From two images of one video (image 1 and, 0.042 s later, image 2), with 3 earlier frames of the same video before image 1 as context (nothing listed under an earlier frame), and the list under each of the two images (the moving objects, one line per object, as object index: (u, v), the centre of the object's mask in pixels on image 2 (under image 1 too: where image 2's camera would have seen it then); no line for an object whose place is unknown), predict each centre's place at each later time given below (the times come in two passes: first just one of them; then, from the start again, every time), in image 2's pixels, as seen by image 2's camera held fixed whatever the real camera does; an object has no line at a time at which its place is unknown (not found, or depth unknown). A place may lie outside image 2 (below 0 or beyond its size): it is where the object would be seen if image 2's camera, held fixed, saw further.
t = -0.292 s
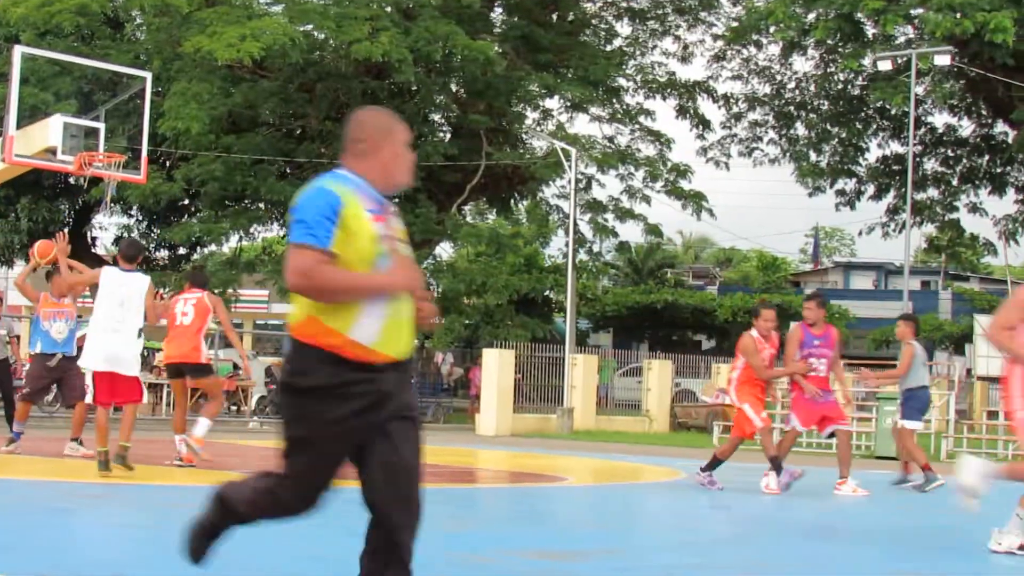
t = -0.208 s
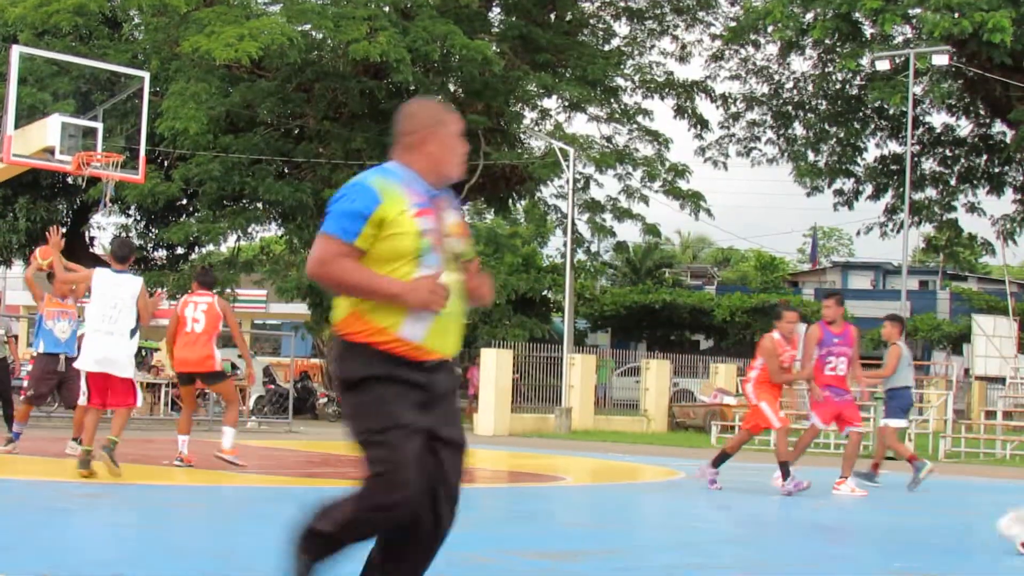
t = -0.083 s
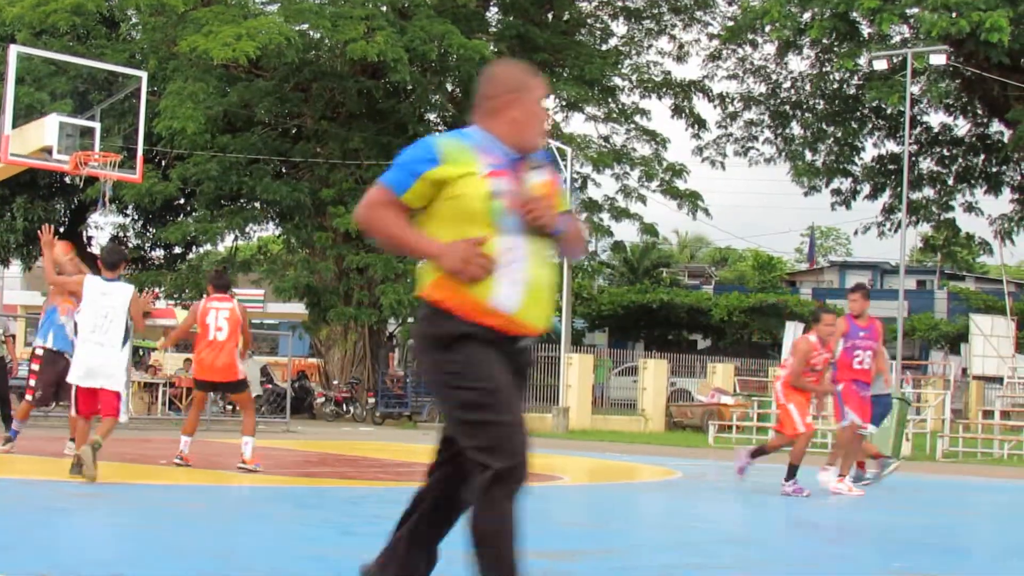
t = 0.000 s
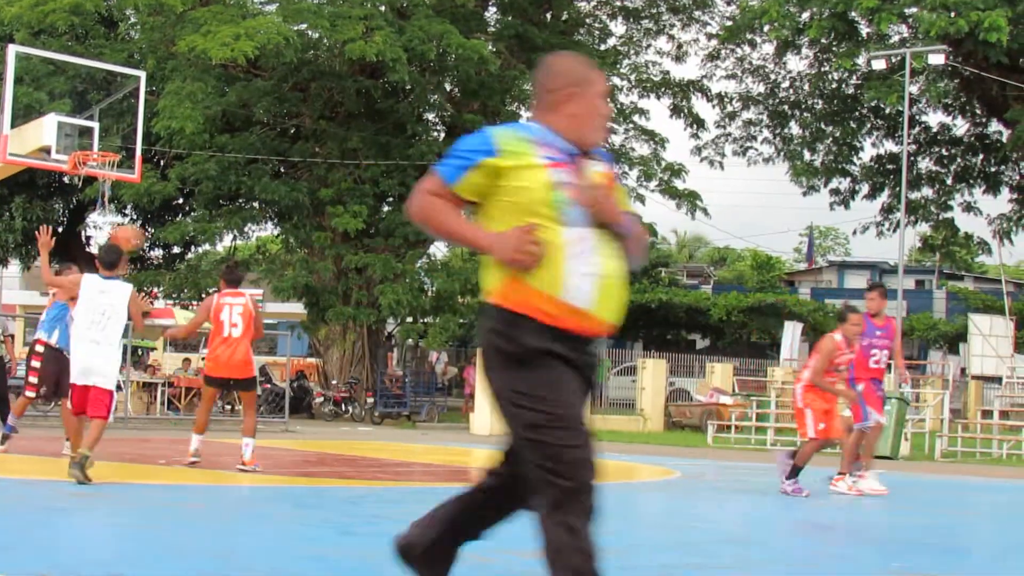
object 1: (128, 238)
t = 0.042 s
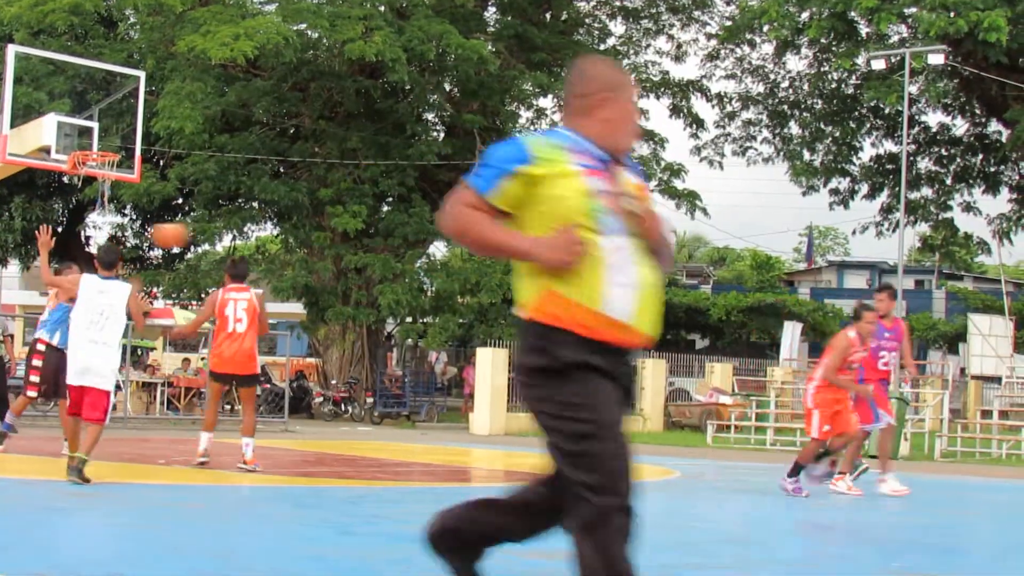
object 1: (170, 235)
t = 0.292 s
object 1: (441, 263)
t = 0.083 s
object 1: (212, 233)
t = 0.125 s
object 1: (265, 238)
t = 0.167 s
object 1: (307, 240)
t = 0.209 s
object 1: (353, 246)
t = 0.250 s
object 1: (396, 253)
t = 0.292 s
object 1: (441, 263)
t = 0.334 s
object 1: (484, 275)
